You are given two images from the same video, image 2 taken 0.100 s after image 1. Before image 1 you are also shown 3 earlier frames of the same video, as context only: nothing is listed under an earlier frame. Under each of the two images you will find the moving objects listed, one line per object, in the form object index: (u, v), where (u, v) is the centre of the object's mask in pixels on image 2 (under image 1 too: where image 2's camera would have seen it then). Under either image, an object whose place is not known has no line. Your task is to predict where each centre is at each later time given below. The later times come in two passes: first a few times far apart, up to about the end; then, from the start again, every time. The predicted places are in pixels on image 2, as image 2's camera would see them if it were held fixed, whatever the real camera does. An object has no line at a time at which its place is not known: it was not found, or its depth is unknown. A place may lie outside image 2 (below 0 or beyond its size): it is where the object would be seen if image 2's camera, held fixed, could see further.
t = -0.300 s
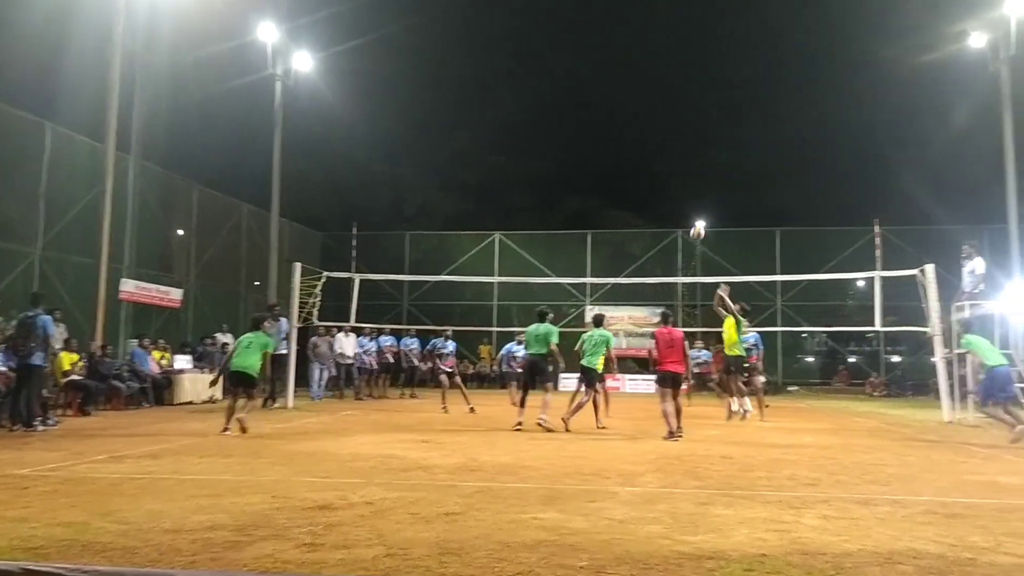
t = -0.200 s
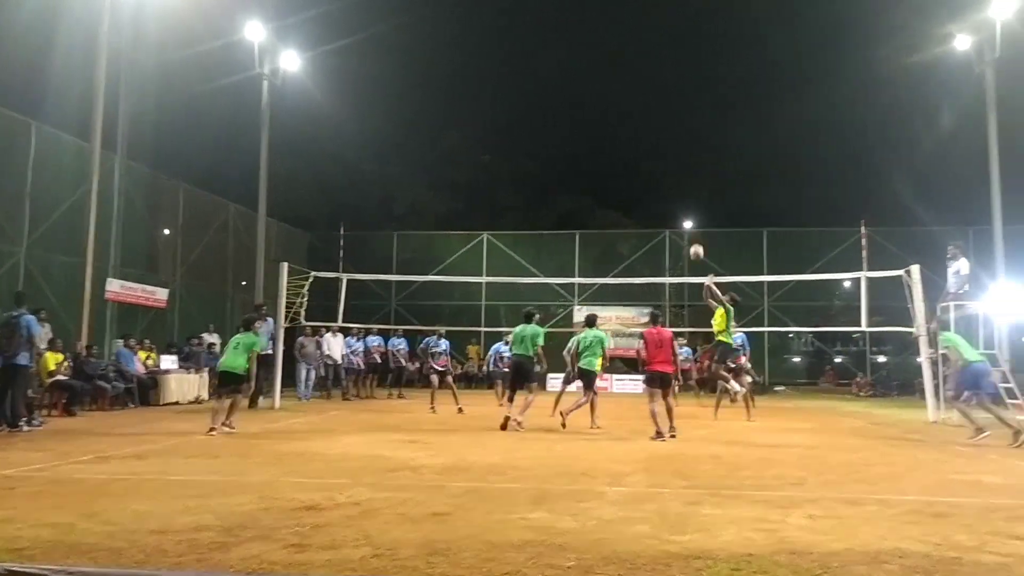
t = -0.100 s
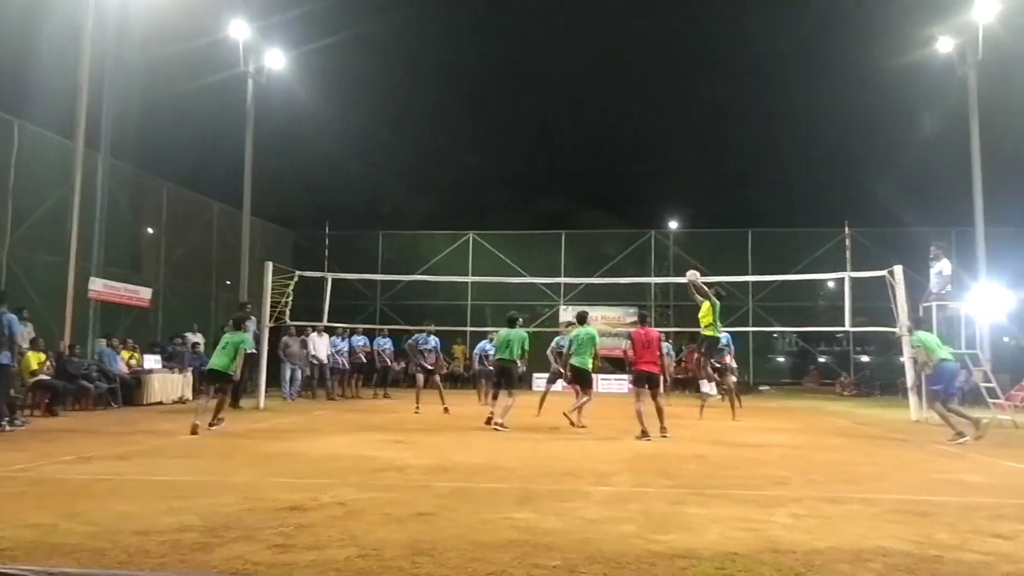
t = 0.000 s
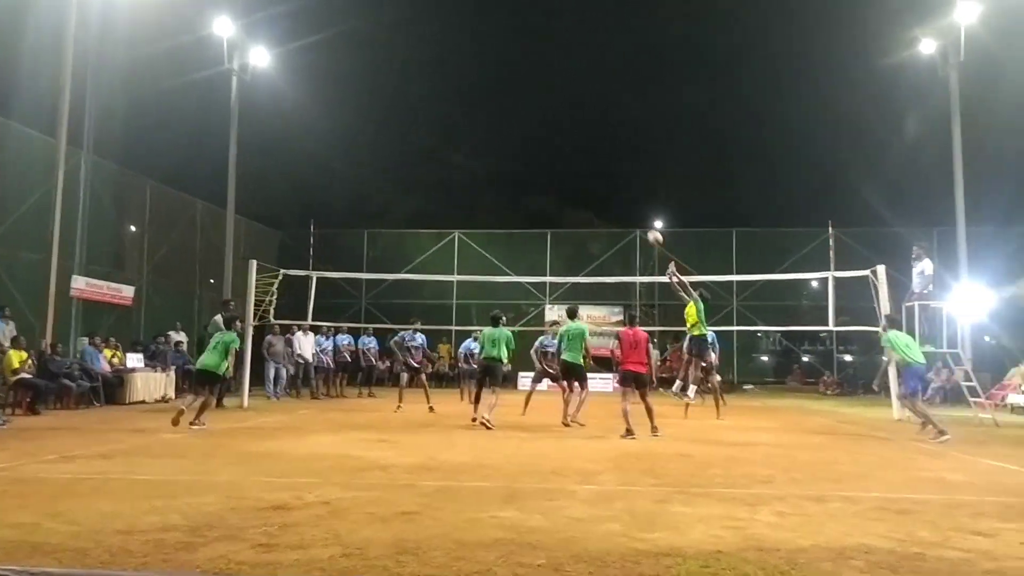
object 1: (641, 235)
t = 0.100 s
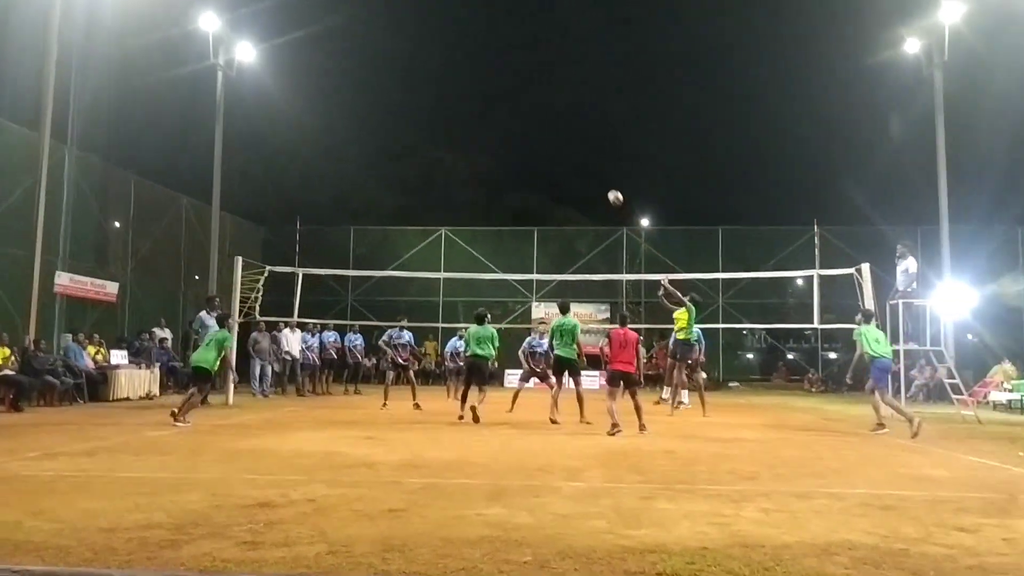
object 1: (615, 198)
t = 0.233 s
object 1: (581, 158)
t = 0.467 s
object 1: (524, 116)
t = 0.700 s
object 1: (471, 107)
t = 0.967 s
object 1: (411, 135)
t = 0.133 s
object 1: (606, 187)
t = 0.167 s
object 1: (598, 176)
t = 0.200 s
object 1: (589, 167)
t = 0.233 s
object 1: (581, 158)
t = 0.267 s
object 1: (572, 149)
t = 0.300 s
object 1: (564, 142)
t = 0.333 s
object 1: (556, 136)
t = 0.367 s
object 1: (548, 130)
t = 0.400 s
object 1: (540, 125)
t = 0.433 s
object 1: (532, 120)
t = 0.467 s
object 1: (524, 116)
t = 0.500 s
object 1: (516, 113)
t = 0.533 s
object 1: (508, 110)
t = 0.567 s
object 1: (501, 109)
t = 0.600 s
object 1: (493, 107)
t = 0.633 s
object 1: (485, 107)
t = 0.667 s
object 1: (478, 106)
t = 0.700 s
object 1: (471, 107)
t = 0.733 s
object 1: (463, 108)
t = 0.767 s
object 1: (455, 110)
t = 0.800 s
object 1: (448, 112)
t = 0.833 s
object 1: (441, 116)
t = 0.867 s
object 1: (433, 119)
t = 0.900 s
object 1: (426, 124)
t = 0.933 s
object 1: (419, 129)
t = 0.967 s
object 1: (411, 135)
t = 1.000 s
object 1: (404, 141)
